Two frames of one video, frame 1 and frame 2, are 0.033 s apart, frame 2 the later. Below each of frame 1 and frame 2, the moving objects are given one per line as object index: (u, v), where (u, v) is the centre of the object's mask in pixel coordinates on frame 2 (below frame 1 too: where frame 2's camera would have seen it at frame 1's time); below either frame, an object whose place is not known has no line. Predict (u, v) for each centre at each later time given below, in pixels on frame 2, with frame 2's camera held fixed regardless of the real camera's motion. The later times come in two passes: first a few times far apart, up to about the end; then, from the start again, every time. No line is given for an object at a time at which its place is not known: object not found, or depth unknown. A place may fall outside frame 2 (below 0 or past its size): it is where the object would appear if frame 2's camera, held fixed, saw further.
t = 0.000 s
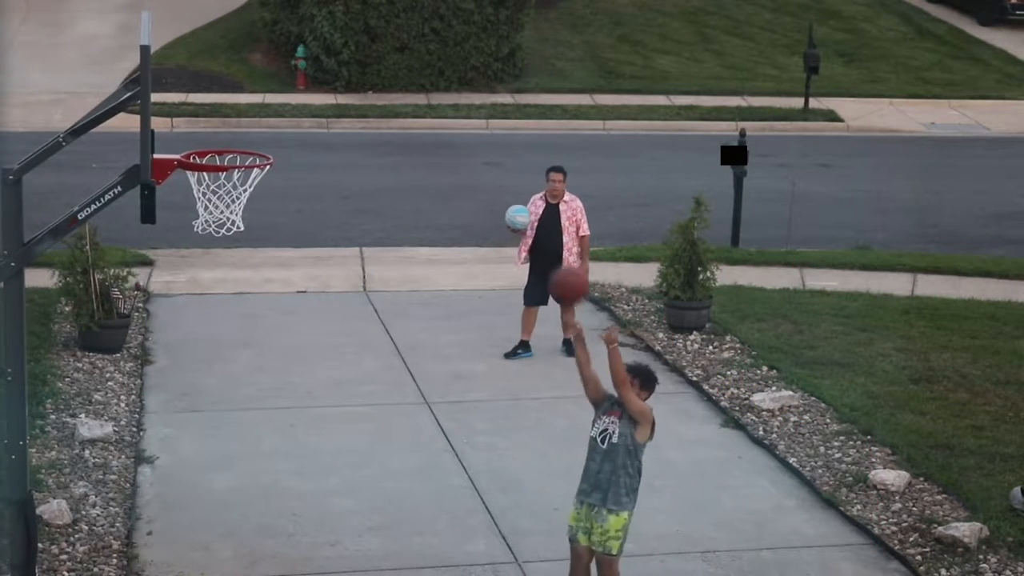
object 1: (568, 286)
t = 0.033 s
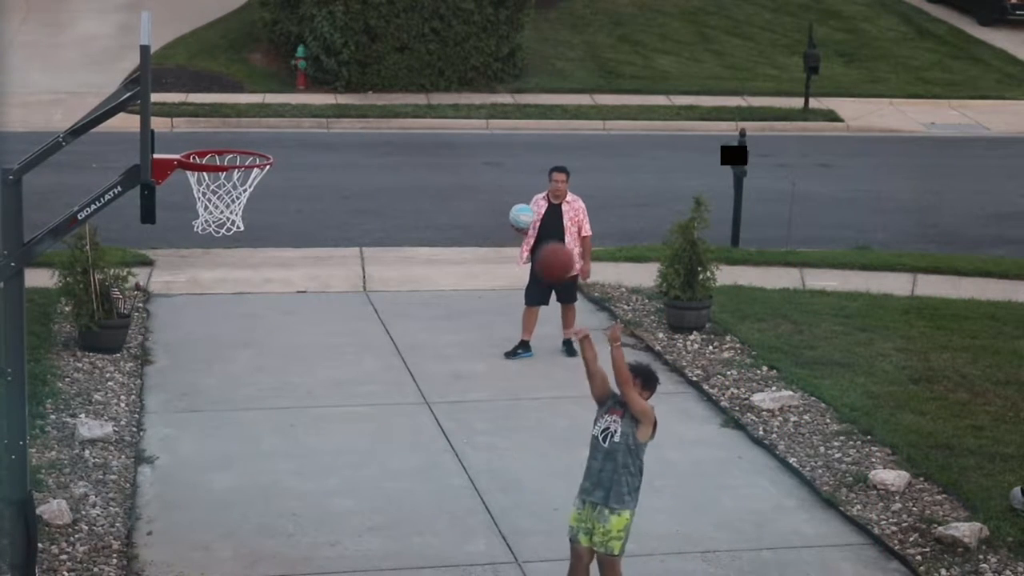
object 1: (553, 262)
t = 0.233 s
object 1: (456, 161)
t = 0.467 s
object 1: (330, 120)
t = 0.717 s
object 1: (205, 156)
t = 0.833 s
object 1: (244, 172)
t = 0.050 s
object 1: (546, 252)
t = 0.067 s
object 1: (539, 243)
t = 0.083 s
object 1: (531, 232)
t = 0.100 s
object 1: (522, 222)
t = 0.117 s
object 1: (514, 214)
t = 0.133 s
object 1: (506, 205)
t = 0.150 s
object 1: (498, 197)
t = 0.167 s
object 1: (490, 189)
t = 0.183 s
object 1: (482, 181)
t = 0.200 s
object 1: (473, 174)
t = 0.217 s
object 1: (465, 168)
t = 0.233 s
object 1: (456, 161)
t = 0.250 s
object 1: (448, 154)
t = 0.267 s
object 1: (439, 149)
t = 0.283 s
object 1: (430, 144)
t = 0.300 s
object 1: (421, 139)
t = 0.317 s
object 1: (413, 135)
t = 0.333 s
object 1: (404, 132)
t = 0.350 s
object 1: (395, 129)
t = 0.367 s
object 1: (386, 126)
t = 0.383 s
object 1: (377, 124)
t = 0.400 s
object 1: (368, 122)
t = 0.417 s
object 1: (358, 121)
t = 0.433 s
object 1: (349, 120)
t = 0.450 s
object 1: (340, 120)
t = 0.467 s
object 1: (330, 120)
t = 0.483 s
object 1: (320, 120)
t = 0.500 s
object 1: (311, 122)
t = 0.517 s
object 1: (302, 123)
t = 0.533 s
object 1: (292, 126)
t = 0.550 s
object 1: (282, 129)
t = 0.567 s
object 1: (272, 132)
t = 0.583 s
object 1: (263, 135)
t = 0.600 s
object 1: (256, 136)
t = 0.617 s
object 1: (248, 138)
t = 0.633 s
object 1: (240, 140)
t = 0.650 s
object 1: (232, 143)
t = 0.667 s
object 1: (225, 146)
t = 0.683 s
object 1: (217, 147)
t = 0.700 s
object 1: (209, 150)
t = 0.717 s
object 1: (205, 156)
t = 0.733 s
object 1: (211, 158)
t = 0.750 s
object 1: (218, 159)
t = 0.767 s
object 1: (225, 161)
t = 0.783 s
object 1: (232, 163)
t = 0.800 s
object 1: (238, 164)
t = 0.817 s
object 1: (244, 168)
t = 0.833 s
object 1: (244, 172)
